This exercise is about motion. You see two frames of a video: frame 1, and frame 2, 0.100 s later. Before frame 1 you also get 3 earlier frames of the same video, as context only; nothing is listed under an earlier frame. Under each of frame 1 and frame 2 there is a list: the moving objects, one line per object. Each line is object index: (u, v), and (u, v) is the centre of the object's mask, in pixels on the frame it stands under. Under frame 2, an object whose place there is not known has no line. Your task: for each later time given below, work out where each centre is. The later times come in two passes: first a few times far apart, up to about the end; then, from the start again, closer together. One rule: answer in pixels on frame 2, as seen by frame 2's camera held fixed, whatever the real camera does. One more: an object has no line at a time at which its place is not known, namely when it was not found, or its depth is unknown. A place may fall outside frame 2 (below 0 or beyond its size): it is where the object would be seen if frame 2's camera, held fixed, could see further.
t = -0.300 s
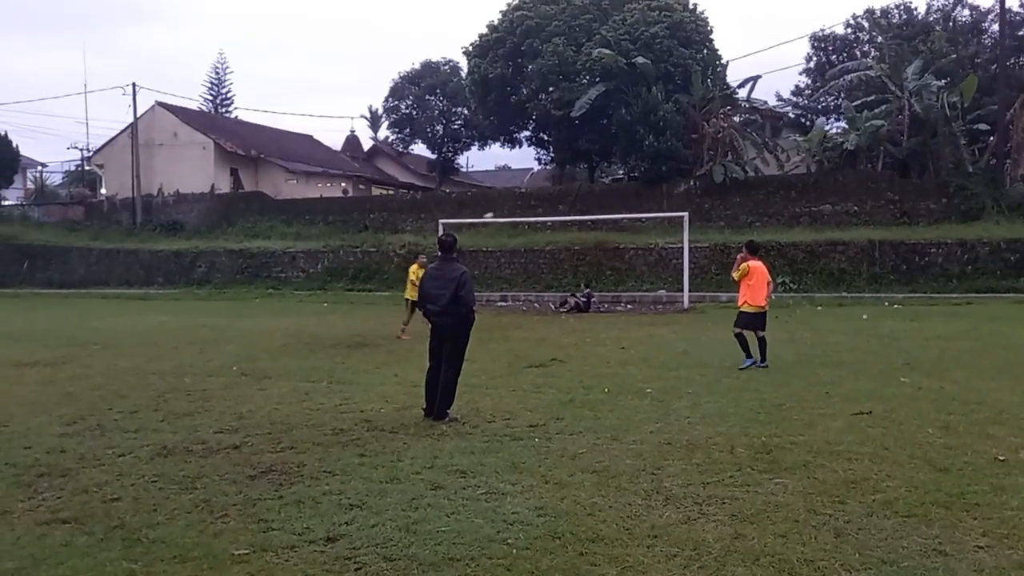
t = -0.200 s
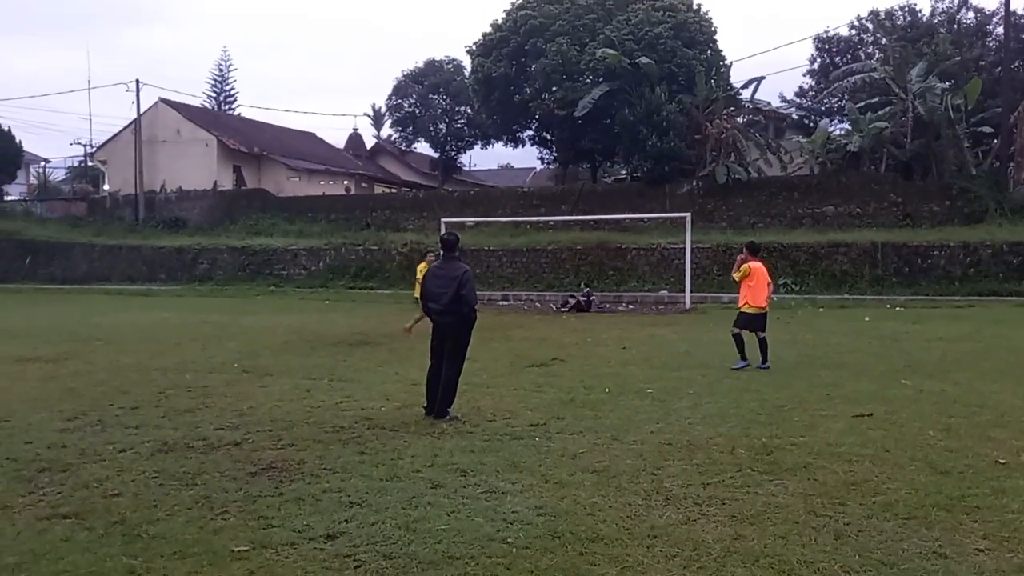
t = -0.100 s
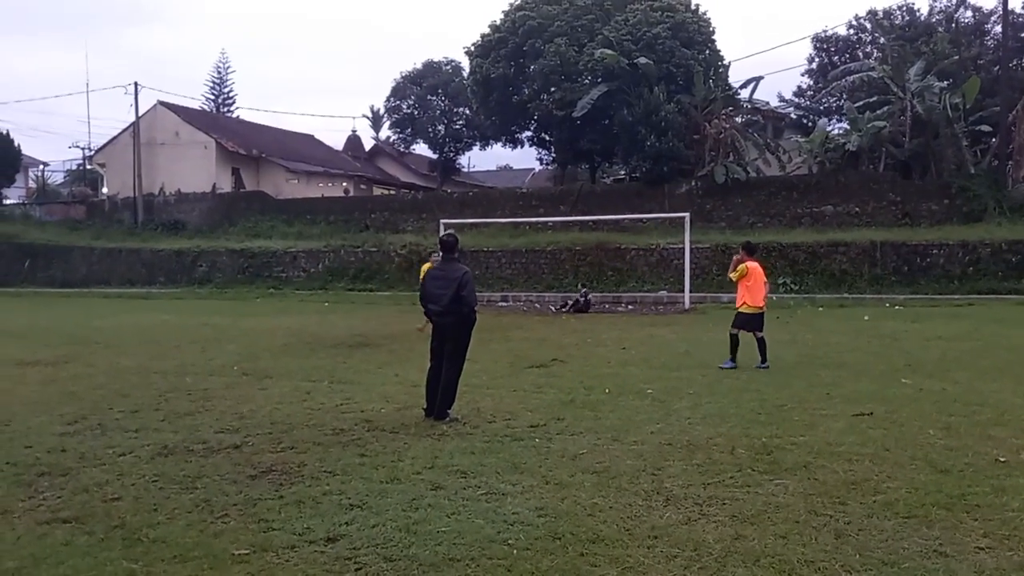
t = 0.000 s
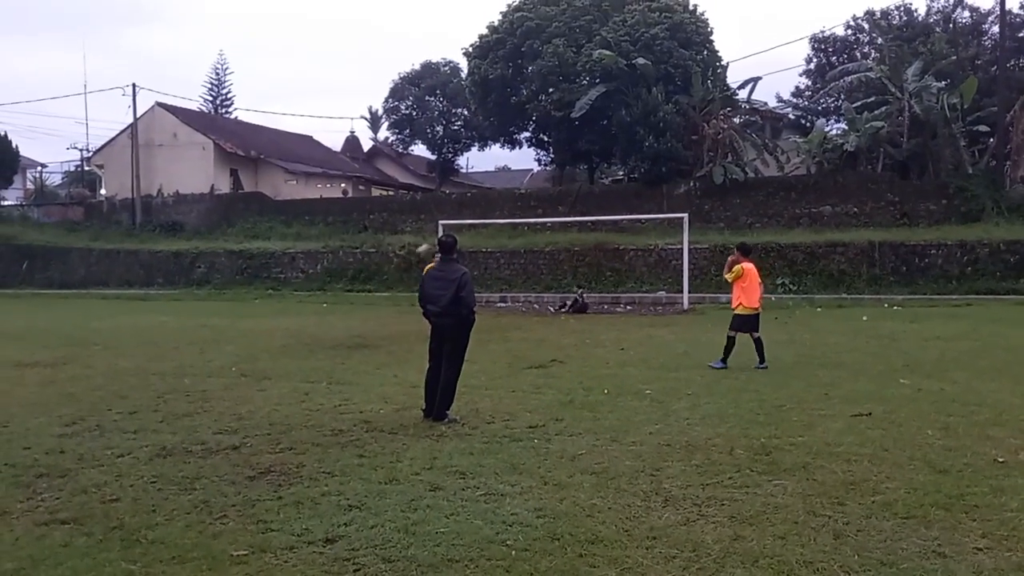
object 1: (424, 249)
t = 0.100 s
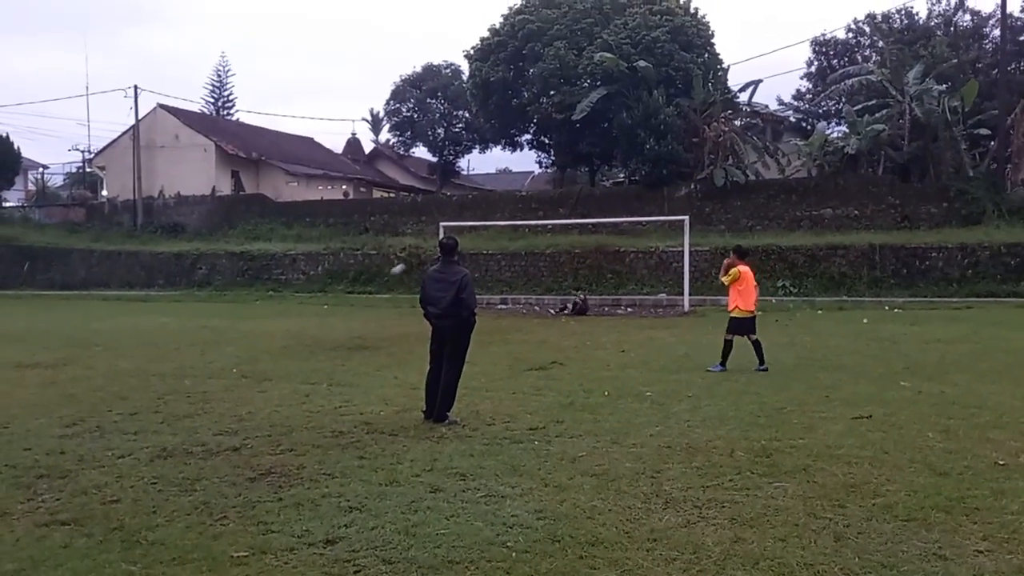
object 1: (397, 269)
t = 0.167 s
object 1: (379, 284)
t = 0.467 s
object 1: (305, 292)
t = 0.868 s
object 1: (215, 263)
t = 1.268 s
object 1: (106, 316)
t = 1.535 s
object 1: (33, 314)
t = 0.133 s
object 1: (388, 277)
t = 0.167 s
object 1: (379, 284)
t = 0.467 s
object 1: (305, 292)
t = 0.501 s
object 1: (298, 287)
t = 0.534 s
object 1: (291, 283)
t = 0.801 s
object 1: (232, 263)
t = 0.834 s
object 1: (225, 263)
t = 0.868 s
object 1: (215, 263)
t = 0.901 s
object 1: (207, 264)
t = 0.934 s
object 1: (200, 265)
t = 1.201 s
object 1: (126, 299)
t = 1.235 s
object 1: (116, 307)
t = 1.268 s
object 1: (106, 316)
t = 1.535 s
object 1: (33, 314)
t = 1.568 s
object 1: (25, 312)
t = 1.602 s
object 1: (16, 308)
